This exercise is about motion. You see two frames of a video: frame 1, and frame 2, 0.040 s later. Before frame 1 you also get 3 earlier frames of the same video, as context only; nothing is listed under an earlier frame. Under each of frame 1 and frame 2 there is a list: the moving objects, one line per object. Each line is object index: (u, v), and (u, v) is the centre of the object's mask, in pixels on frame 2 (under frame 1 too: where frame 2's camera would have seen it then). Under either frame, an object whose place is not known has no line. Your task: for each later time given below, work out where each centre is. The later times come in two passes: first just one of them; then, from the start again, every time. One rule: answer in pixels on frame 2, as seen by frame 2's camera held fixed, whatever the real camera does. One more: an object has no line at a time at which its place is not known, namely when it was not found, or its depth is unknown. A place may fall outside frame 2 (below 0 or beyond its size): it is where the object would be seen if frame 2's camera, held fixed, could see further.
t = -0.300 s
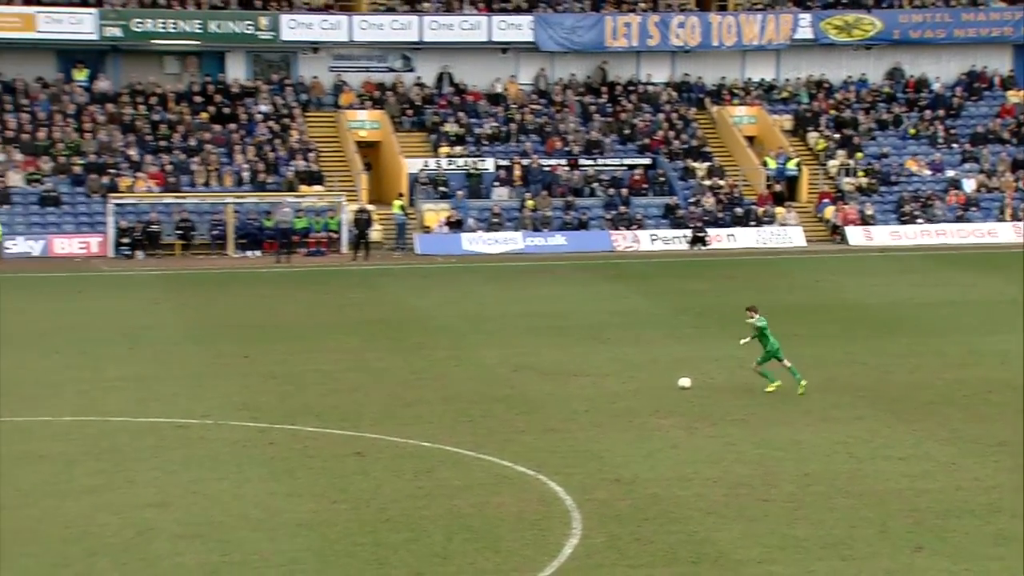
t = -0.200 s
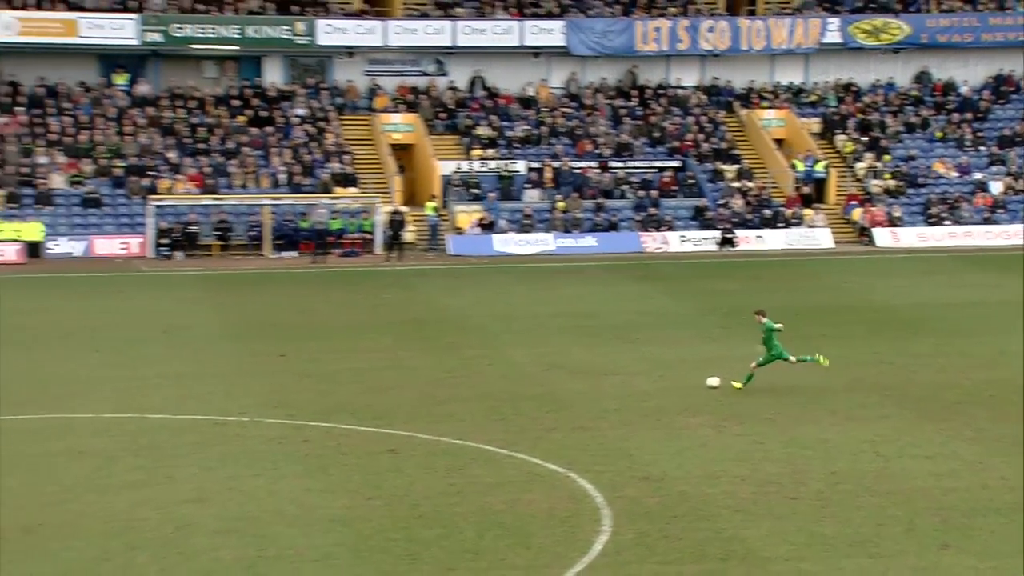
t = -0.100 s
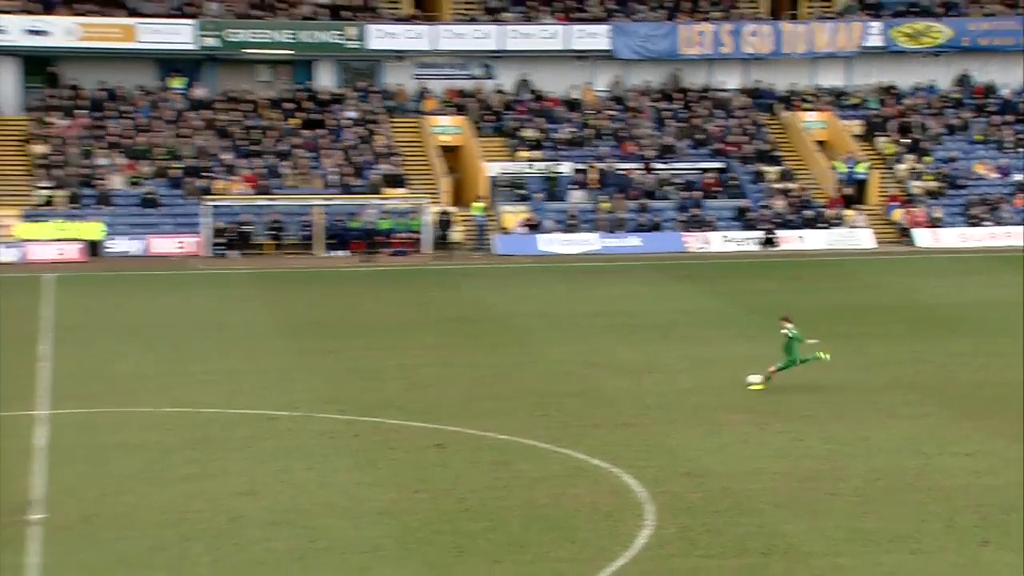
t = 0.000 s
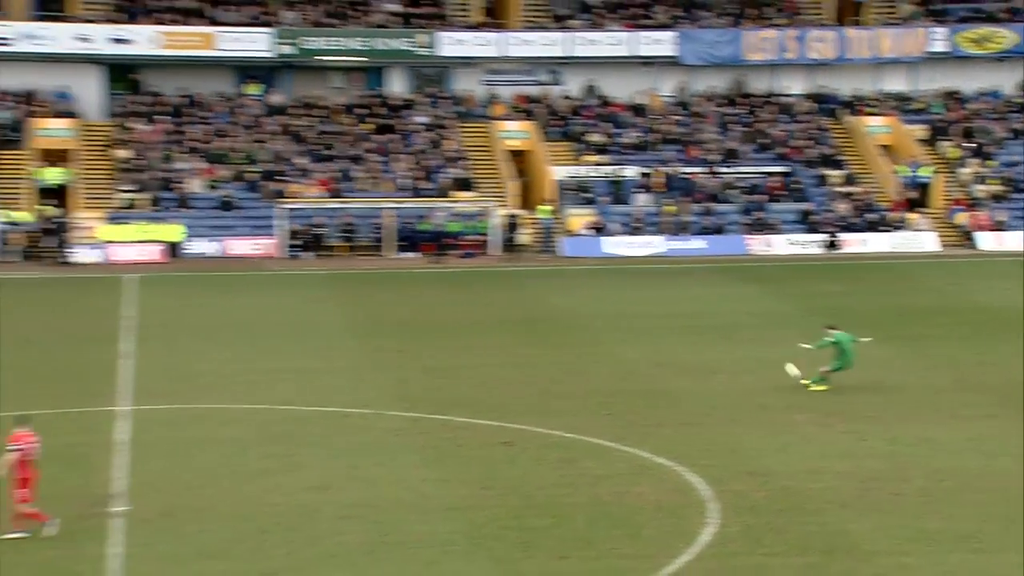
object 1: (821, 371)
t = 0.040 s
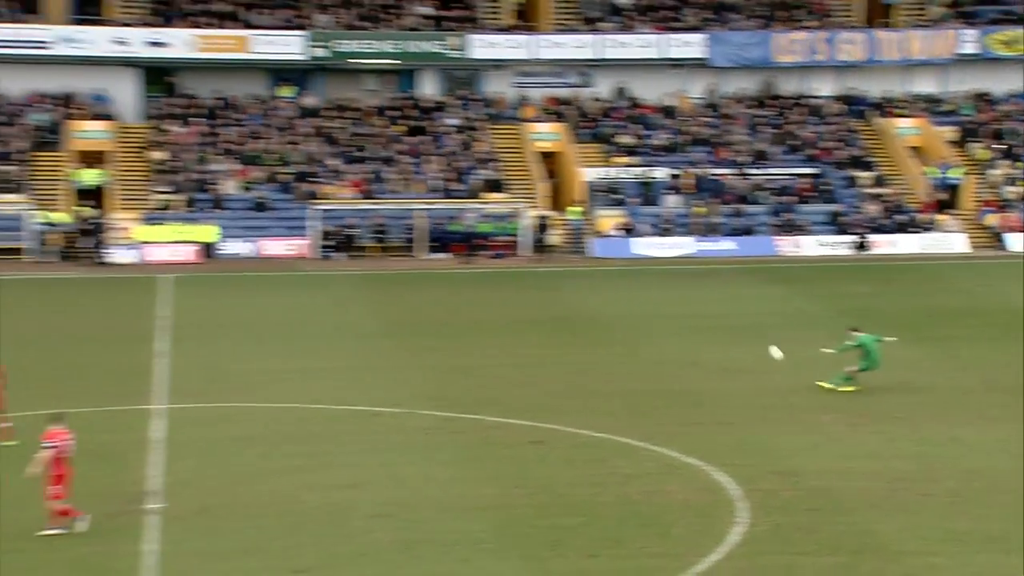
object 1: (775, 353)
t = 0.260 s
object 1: (536, 255)
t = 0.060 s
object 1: (753, 344)
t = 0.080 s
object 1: (730, 335)
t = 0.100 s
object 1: (708, 326)
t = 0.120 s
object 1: (686, 317)
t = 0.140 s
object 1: (664, 308)
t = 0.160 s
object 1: (642, 299)
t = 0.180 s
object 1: (621, 290)
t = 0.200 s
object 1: (599, 282)
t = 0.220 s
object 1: (578, 273)
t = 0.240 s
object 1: (557, 264)
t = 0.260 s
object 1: (536, 255)
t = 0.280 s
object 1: (515, 247)
